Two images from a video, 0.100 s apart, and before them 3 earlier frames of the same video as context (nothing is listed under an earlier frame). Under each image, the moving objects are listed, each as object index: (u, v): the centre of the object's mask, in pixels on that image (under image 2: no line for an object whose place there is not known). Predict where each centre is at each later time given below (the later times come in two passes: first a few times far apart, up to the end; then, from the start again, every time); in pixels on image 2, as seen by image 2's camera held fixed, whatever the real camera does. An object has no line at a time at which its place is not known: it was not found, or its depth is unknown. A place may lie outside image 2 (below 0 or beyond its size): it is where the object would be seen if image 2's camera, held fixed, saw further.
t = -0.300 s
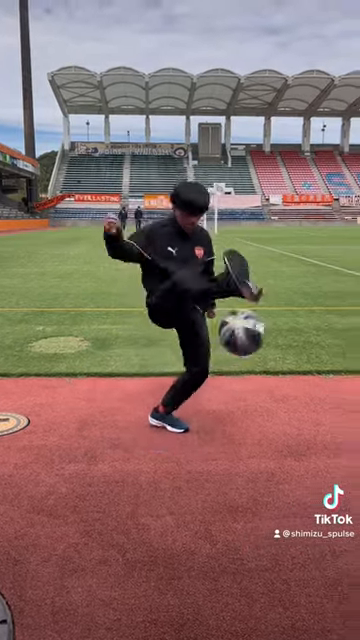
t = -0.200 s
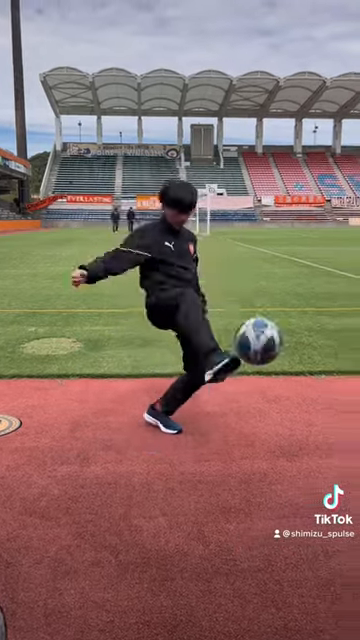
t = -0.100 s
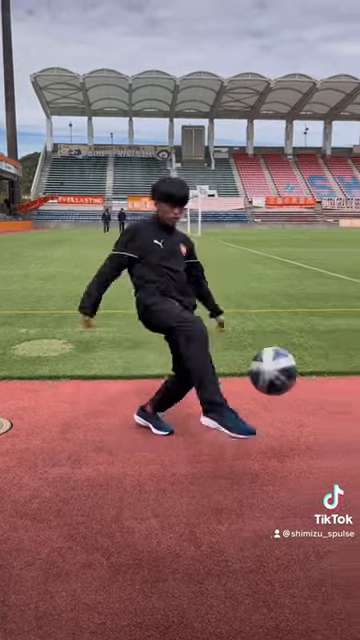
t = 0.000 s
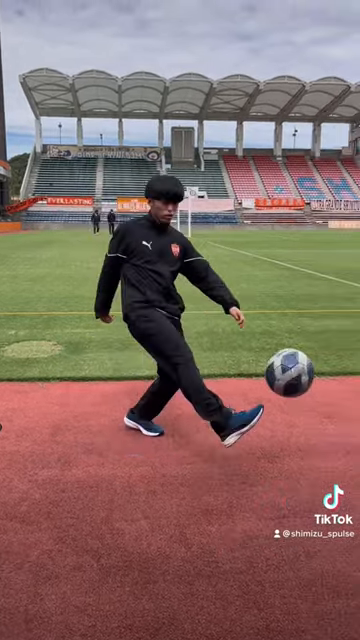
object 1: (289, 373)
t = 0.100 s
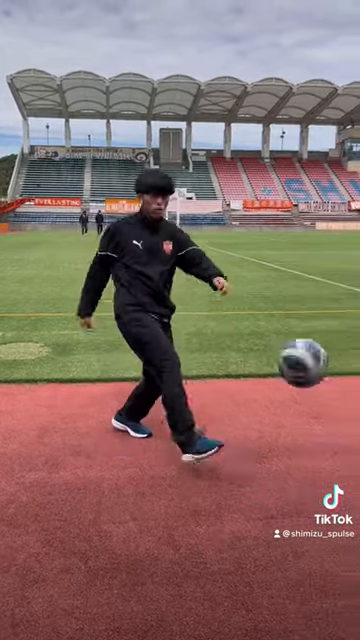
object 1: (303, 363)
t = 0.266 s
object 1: (343, 391)
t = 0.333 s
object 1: (358, 419)
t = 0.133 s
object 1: (311, 364)
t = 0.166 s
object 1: (320, 367)
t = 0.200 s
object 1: (327, 373)
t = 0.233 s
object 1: (335, 381)
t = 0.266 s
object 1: (343, 391)
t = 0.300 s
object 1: (351, 404)
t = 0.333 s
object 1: (358, 419)
